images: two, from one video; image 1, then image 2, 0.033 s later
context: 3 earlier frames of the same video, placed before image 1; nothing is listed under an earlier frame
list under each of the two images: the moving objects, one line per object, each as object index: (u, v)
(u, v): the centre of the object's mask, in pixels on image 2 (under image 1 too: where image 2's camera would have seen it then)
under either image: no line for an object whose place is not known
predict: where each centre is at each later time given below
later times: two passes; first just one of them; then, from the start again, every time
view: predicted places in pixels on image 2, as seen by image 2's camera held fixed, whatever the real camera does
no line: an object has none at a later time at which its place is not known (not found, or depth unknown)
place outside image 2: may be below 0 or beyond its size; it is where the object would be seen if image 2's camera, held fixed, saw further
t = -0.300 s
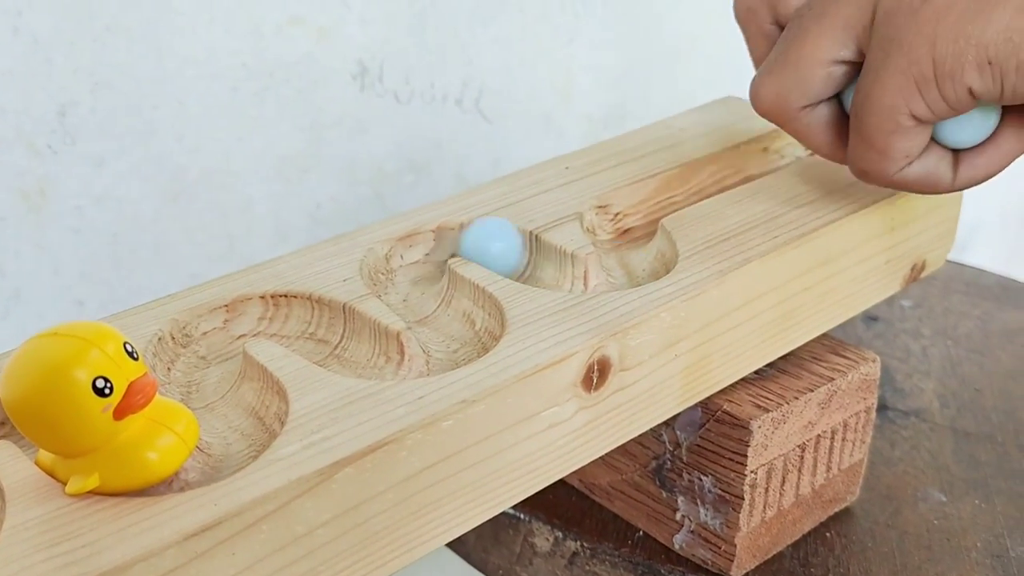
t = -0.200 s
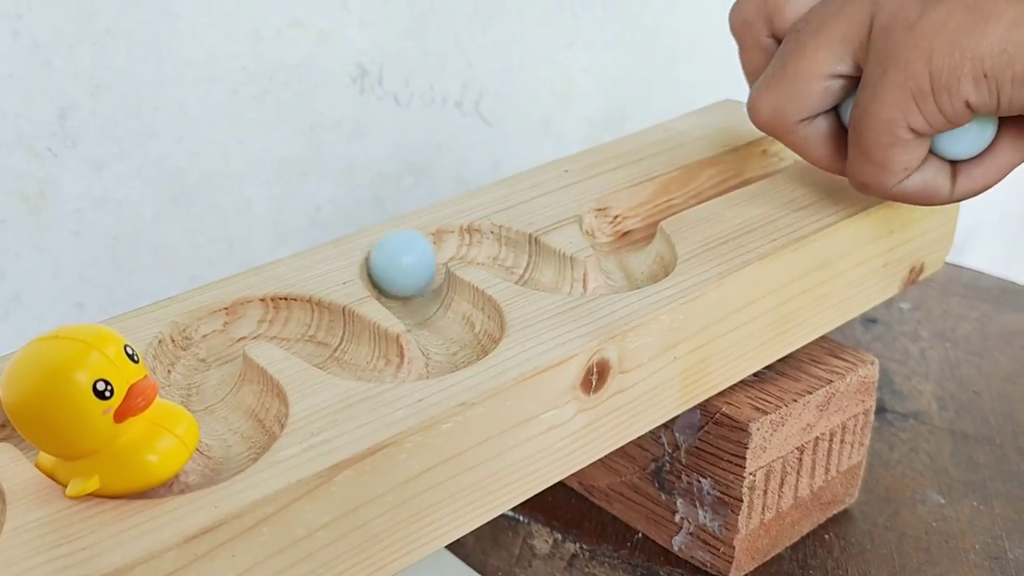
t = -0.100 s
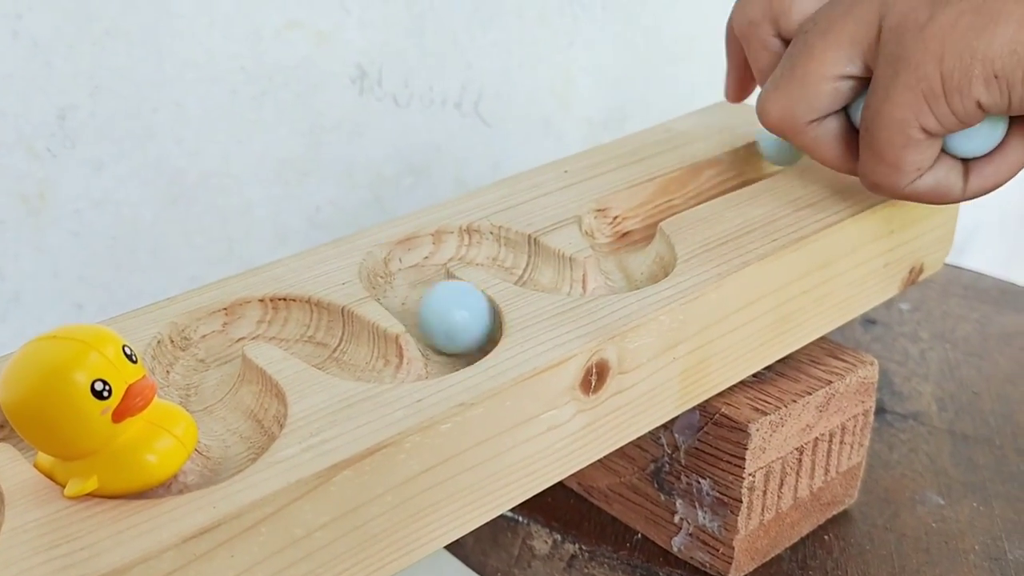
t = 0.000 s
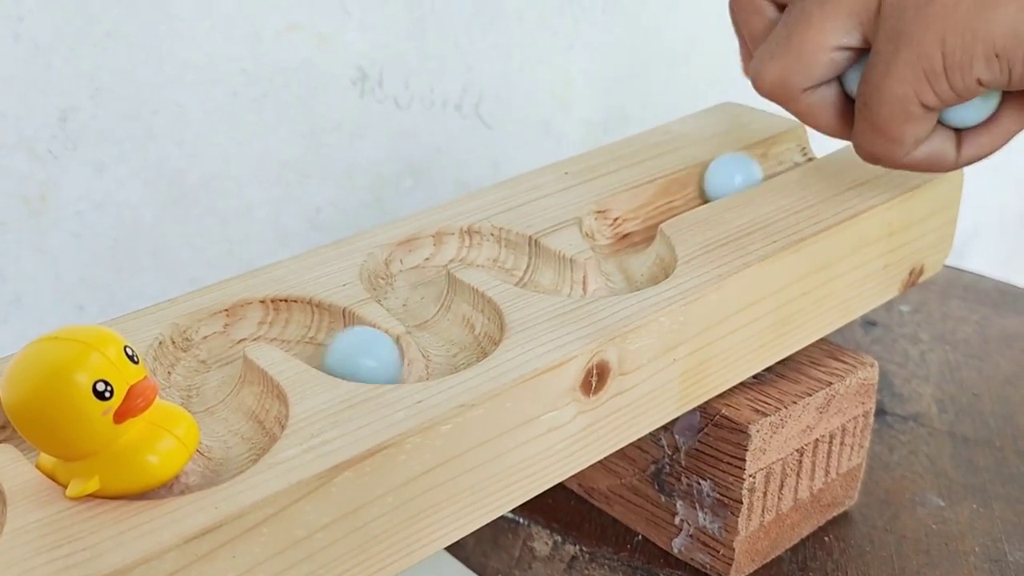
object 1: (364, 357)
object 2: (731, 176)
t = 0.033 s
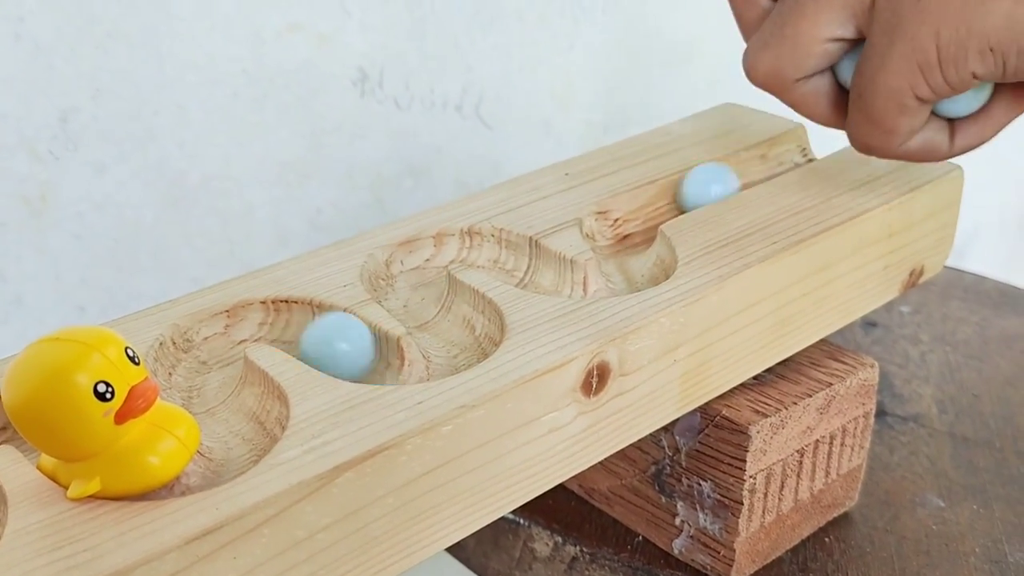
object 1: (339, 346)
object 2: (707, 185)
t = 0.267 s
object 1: (217, 393)
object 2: (621, 269)
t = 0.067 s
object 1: (312, 333)
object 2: (676, 196)
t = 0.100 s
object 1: (276, 321)
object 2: (644, 215)
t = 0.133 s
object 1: (237, 321)
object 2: (613, 225)
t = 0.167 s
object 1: (202, 337)
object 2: (611, 221)
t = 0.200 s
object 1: (192, 356)
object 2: (623, 237)
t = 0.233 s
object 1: (200, 375)
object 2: (638, 265)
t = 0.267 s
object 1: (217, 393)
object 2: (621, 269)
